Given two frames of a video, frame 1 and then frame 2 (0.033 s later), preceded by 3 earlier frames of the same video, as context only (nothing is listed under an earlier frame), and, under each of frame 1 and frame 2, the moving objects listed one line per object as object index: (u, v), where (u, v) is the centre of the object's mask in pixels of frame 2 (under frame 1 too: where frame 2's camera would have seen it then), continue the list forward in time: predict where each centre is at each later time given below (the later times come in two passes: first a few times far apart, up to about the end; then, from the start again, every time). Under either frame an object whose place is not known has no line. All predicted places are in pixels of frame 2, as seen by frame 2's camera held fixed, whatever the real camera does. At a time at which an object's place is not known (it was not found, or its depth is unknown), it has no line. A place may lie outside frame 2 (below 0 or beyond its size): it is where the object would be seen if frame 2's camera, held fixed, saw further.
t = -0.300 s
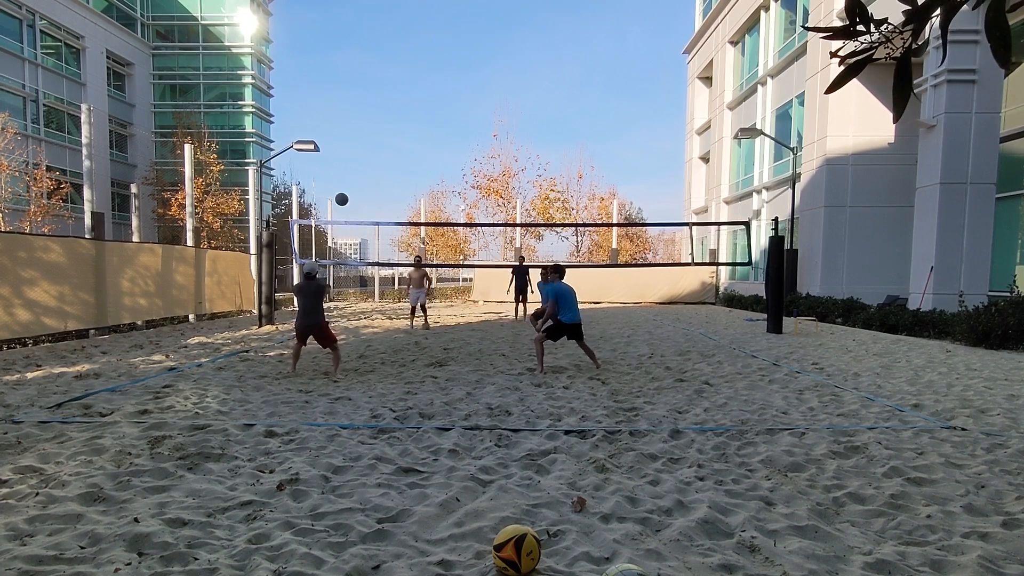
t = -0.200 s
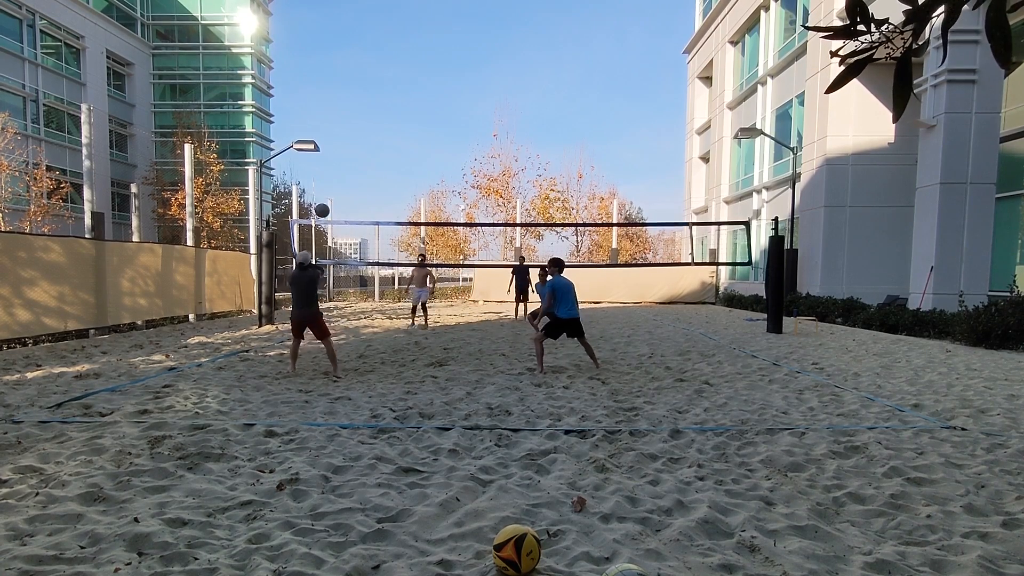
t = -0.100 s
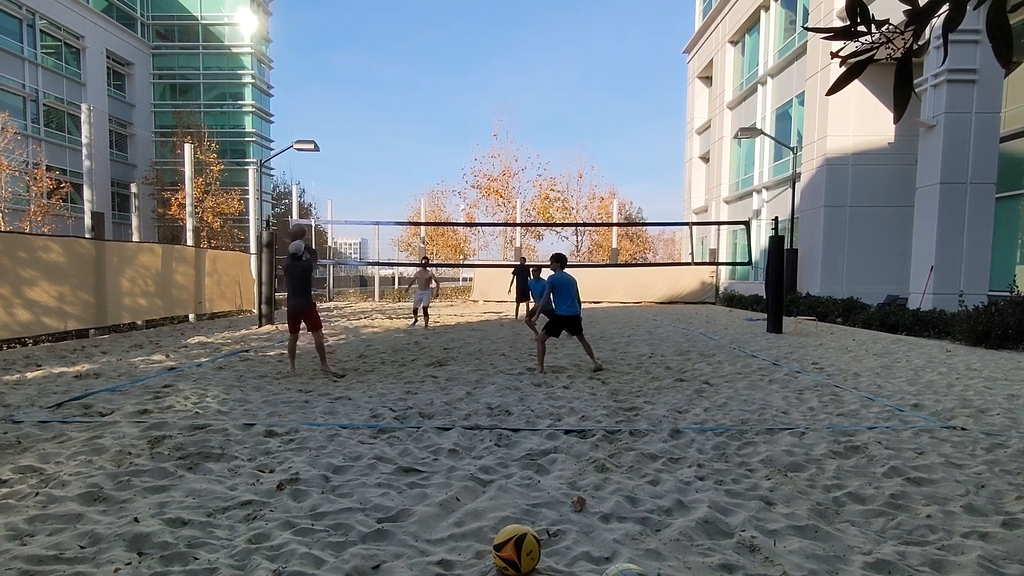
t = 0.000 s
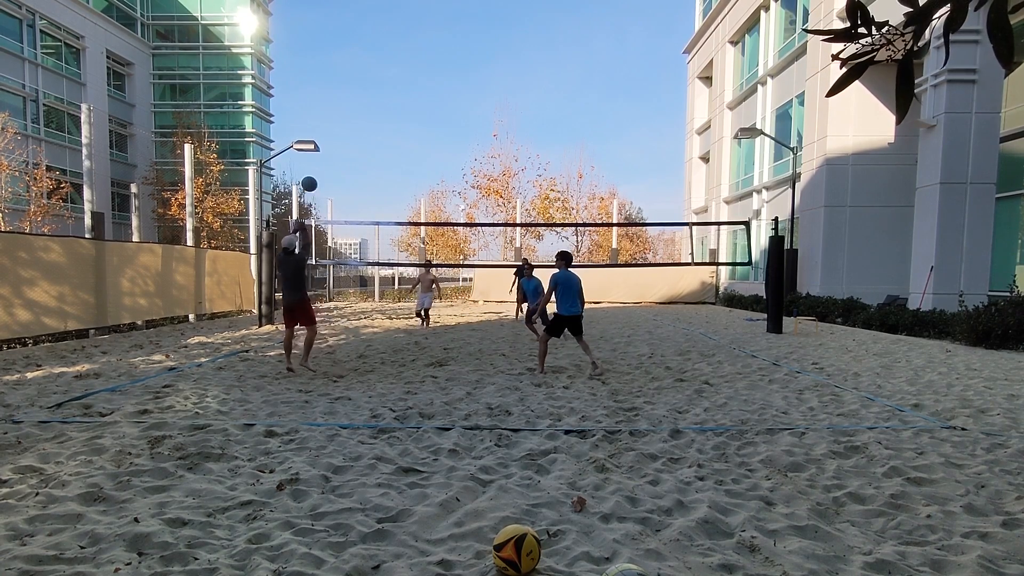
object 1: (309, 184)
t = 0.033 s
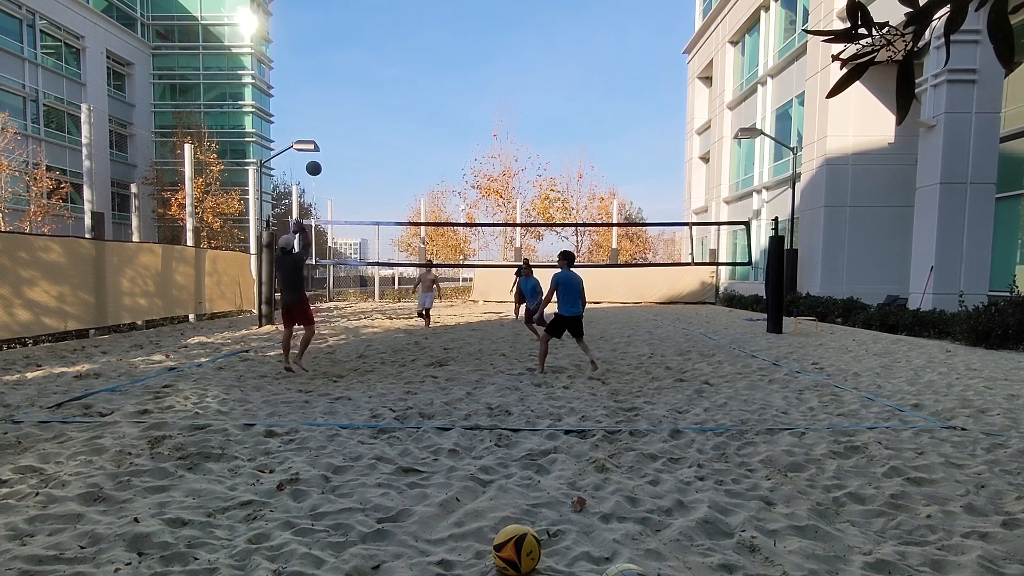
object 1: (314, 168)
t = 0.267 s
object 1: (343, 86)
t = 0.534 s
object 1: (373, 46)
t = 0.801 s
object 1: (399, 51)
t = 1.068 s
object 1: (421, 96)
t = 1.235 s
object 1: (434, 140)
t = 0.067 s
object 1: (318, 154)
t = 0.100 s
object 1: (322, 140)
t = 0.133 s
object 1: (327, 127)
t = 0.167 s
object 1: (331, 116)
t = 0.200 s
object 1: (335, 105)
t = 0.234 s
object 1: (339, 95)
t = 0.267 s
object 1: (343, 86)
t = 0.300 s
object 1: (347, 78)
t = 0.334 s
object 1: (351, 71)
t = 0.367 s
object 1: (355, 65)
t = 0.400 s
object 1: (359, 60)
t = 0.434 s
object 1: (362, 55)
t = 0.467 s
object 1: (366, 51)
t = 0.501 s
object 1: (370, 48)
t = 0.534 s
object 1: (373, 46)
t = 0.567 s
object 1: (377, 44)
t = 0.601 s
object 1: (380, 43)
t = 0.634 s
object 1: (383, 43)
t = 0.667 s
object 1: (387, 43)
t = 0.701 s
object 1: (390, 44)
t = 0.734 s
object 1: (393, 46)
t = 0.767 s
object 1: (396, 48)
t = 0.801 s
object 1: (399, 51)
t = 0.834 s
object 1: (402, 54)
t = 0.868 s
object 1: (405, 59)
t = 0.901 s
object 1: (408, 63)
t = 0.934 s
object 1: (411, 69)
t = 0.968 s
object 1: (413, 74)
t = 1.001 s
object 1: (416, 81)
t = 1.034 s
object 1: (419, 88)
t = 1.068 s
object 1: (421, 96)
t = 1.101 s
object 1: (424, 104)
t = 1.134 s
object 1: (426, 112)
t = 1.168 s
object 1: (429, 121)
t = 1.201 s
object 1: (431, 130)
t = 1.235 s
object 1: (434, 140)
